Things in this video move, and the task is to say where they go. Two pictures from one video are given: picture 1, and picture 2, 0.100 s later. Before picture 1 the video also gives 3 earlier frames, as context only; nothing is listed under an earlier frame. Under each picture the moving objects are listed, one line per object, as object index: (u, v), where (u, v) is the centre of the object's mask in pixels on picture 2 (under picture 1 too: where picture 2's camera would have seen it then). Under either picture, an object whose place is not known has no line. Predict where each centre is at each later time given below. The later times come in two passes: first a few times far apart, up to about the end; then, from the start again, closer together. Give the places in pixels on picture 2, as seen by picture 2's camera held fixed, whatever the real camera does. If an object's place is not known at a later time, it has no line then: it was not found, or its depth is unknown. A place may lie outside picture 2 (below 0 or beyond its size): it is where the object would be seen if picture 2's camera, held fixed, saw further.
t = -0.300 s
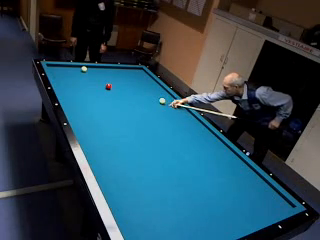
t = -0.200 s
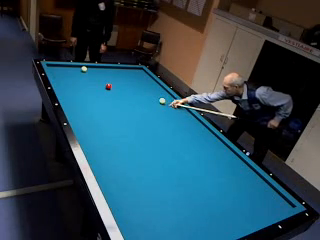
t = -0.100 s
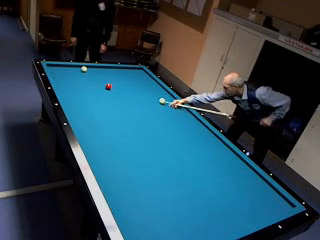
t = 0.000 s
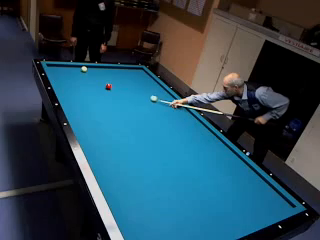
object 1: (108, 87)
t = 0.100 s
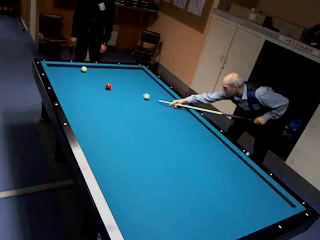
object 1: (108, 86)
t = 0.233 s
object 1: (108, 86)
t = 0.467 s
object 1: (108, 86)
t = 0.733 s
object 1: (98, 84)
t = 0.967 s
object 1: (88, 82)
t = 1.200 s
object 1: (77, 80)
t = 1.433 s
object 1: (67, 77)
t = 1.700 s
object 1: (55, 75)
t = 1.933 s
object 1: (57, 74)
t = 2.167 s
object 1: (61, 72)
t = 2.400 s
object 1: (65, 71)
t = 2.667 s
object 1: (70, 70)
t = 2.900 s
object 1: (74, 70)
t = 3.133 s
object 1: (77, 68)
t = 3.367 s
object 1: (78, 67)
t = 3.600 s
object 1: (79, 66)
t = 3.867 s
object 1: (80, 66)
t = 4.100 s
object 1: (81, 66)
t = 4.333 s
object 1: (81, 66)
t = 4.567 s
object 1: (81, 66)
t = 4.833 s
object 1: (82, 67)
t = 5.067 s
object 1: (82, 67)
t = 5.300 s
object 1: (83, 67)
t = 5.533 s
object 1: (83, 67)
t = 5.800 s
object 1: (83, 67)
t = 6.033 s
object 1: (83, 67)
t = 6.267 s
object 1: (83, 67)
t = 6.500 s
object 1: (83, 67)
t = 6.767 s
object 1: (83, 67)
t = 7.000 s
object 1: (83, 67)
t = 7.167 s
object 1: (83, 67)
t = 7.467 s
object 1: (83, 67)
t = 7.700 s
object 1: (83, 67)
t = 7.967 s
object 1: (83, 67)
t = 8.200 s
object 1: (83, 67)
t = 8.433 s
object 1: (83, 67)
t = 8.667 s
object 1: (83, 67)
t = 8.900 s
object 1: (83, 67)
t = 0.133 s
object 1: (108, 86)
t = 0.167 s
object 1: (108, 86)
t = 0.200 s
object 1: (108, 86)
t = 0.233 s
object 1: (108, 86)
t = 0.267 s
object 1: (108, 86)
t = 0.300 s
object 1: (108, 86)
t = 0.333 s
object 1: (108, 86)
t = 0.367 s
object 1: (108, 86)
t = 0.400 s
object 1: (108, 86)
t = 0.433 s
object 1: (108, 86)
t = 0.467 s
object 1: (108, 86)
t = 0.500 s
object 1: (108, 86)
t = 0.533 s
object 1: (108, 86)
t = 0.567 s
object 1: (107, 86)
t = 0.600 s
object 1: (105, 85)
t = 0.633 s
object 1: (103, 85)
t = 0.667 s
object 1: (101, 85)
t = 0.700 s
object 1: (100, 84)
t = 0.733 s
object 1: (98, 84)
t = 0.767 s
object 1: (97, 84)
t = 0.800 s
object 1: (96, 83)
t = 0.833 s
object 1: (94, 83)
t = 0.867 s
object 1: (92, 83)
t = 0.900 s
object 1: (91, 83)
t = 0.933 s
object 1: (89, 82)
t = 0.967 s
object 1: (88, 82)
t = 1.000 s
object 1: (86, 82)
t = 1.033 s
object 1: (85, 81)
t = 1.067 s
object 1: (83, 81)
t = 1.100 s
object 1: (82, 80)
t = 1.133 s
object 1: (80, 80)
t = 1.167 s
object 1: (79, 80)
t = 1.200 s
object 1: (77, 80)
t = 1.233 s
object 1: (76, 79)
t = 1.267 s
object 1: (74, 79)
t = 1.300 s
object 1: (73, 79)
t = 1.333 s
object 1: (72, 78)
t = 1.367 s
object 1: (70, 78)
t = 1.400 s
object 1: (68, 78)
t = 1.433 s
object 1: (67, 77)
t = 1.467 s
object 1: (65, 77)
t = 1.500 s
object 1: (64, 77)
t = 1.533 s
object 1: (63, 76)
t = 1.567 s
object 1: (62, 76)
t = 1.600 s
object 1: (60, 76)
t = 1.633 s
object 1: (58, 76)
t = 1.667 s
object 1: (57, 75)
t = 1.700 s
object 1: (55, 75)
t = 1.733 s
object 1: (54, 75)
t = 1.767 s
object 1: (54, 74)
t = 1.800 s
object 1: (54, 74)
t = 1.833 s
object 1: (55, 74)
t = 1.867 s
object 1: (55, 74)
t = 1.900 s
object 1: (56, 74)
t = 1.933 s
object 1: (57, 74)
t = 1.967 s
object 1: (57, 74)
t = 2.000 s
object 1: (58, 73)
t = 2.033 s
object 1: (59, 73)
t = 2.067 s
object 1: (59, 73)
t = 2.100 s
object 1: (60, 73)
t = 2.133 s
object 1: (61, 73)
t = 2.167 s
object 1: (61, 72)
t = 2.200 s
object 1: (62, 72)
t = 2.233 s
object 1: (62, 72)
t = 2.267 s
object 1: (63, 72)
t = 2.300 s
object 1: (64, 72)
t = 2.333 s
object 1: (64, 72)
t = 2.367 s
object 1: (65, 72)
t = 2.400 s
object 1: (65, 71)
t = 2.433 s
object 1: (66, 71)
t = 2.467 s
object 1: (66, 71)
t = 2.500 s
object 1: (67, 71)
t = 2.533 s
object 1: (68, 71)
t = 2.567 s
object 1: (68, 71)
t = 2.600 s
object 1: (69, 71)
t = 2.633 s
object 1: (69, 71)
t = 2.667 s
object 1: (70, 70)
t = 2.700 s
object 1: (70, 70)
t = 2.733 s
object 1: (71, 70)
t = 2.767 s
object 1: (72, 70)
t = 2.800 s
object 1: (72, 70)
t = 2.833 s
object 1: (73, 70)
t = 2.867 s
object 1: (73, 70)
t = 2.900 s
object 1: (74, 70)
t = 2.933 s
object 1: (74, 69)
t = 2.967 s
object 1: (75, 69)
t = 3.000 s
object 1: (75, 69)
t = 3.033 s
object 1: (76, 69)
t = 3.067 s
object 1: (76, 69)
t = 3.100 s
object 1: (77, 69)
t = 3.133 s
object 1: (77, 68)
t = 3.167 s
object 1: (77, 69)
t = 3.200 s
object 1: (77, 68)
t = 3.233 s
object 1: (77, 68)
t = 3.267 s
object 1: (78, 68)
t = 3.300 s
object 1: (78, 67)
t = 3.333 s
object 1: (78, 67)
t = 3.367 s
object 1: (78, 67)
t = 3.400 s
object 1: (78, 67)
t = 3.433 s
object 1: (78, 67)
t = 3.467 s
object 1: (78, 67)
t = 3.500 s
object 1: (78, 67)
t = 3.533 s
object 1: (78, 66)
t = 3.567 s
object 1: (78, 66)
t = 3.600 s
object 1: (79, 66)
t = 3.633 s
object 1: (79, 66)
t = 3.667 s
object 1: (79, 66)
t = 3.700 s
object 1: (80, 66)
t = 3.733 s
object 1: (80, 66)
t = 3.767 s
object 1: (80, 66)
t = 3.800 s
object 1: (80, 66)
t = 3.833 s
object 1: (80, 66)
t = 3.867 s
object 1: (80, 66)
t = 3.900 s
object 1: (80, 66)
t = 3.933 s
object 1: (80, 66)
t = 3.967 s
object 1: (80, 66)
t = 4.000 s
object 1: (80, 66)
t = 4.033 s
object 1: (80, 66)
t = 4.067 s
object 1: (80, 66)
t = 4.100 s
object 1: (81, 66)
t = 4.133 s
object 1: (81, 66)
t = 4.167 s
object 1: (81, 66)
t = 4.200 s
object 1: (81, 66)
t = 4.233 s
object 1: (81, 66)
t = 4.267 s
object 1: (81, 66)
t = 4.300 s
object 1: (81, 66)
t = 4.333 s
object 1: (81, 66)
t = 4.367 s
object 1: (81, 66)
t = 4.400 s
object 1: (81, 66)
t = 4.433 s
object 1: (81, 66)
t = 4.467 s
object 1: (81, 66)
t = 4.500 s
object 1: (81, 66)
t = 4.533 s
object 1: (81, 66)
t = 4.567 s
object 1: (81, 66)
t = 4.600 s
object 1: (82, 66)
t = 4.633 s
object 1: (82, 66)
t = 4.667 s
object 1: (82, 66)
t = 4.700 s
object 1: (82, 66)
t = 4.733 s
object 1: (82, 67)
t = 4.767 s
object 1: (82, 67)
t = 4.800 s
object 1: (82, 67)
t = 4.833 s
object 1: (82, 67)
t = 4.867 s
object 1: (82, 67)
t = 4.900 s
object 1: (82, 67)
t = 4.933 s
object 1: (82, 67)
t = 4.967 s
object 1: (83, 67)
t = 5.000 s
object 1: (82, 67)
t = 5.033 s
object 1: (82, 67)
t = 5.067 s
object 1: (82, 67)
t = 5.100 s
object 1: (82, 67)
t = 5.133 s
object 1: (82, 67)
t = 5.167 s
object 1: (82, 67)
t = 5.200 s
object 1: (82, 67)
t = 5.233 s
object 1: (82, 67)
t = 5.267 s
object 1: (83, 67)
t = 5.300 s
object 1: (83, 67)
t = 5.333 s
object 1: (83, 67)
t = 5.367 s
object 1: (83, 67)
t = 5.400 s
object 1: (83, 67)
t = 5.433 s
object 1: (83, 67)
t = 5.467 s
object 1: (83, 67)
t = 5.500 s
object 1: (83, 67)
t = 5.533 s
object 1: (83, 67)
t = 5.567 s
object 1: (83, 67)
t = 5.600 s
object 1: (83, 67)
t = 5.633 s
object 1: (83, 67)
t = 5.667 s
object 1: (83, 67)
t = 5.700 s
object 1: (83, 67)
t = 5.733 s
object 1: (83, 67)
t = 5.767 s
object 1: (83, 67)
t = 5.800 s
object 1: (83, 67)
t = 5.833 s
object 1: (83, 67)
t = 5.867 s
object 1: (83, 67)
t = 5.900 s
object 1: (83, 67)
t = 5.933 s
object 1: (83, 67)
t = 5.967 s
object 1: (83, 67)
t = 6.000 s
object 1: (83, 67)
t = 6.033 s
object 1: (83, 67)
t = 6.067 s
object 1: (83, 67)
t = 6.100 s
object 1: (83, 67)
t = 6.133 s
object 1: (83, 67)
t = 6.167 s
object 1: (83, 67)
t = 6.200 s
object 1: (83, 67)
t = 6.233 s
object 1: (83, 67)
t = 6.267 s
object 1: (83, 67)
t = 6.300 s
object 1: (83, 67)
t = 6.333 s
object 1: (83, 67)
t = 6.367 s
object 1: (83, 67)
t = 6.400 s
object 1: (83, 67)
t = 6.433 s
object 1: (83, 67)
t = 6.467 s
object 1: (83, 67)
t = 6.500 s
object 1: (83, 67)
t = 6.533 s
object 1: (83, 67)
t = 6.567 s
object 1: (83, 67)
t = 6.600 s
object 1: (83, 67)
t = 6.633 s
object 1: (83, 67)
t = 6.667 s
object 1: (83, 67)
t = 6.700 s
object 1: (83, 67)
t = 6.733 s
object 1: (83, 67)
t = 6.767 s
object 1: (83, 67)
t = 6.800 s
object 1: (83, 67)
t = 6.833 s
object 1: (83, 67)
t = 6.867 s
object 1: (83, 67)
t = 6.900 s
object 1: (83, 67)
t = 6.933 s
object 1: (83, 67)
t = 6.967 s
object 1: (83, 67)
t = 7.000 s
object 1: (83, 67)
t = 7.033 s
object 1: (83, 67)
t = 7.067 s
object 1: (83, 67)
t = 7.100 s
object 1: (83, 67)
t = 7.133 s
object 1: (83, 67)
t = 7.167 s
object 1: (83, 67)
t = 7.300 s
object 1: (83, 67)
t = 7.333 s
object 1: (83, 67)
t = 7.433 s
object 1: (83, 67)
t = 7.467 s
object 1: (83, 67)
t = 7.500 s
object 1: (83, 67)
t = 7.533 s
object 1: (83, 67)
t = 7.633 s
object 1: (83, 67)
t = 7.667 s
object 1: (83, 67)
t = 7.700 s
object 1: (83, 67)
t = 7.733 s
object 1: (83, 67)
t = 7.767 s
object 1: (83, 67)
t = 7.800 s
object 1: (83, 67)
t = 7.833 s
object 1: (83, 67)
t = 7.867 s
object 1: (83, 67)
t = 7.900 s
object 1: (83, 67)
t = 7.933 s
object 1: (83, 67)
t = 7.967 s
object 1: (83, 67)
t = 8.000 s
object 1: (83, 67)
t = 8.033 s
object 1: (83, 67)
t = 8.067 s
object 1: (83, 67)
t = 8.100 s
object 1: (83, 67)
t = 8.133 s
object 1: (83, 67)
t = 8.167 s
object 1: (83, 67)
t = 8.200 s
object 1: (83, 67)
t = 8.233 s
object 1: (83, 67)
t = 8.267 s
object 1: (83, 67)
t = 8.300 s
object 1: (83, 67)
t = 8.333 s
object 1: (83, 67)
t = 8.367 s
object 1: (83, 67)
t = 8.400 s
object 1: (83, 67)
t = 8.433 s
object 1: (83, 67)
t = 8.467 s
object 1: (83, 67)
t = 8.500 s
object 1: (83, 67)
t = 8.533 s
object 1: (83, 67)
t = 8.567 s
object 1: (83, 67)
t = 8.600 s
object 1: (83, 67)
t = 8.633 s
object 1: (83, 67)
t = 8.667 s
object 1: (83, 67)
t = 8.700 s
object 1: (83, 67)
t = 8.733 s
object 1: (83, 67)
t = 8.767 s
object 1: (83, 67)
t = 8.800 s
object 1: (83, 67)
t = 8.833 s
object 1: (83, 67)
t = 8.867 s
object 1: (83, 67)
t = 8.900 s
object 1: (83, 67)
